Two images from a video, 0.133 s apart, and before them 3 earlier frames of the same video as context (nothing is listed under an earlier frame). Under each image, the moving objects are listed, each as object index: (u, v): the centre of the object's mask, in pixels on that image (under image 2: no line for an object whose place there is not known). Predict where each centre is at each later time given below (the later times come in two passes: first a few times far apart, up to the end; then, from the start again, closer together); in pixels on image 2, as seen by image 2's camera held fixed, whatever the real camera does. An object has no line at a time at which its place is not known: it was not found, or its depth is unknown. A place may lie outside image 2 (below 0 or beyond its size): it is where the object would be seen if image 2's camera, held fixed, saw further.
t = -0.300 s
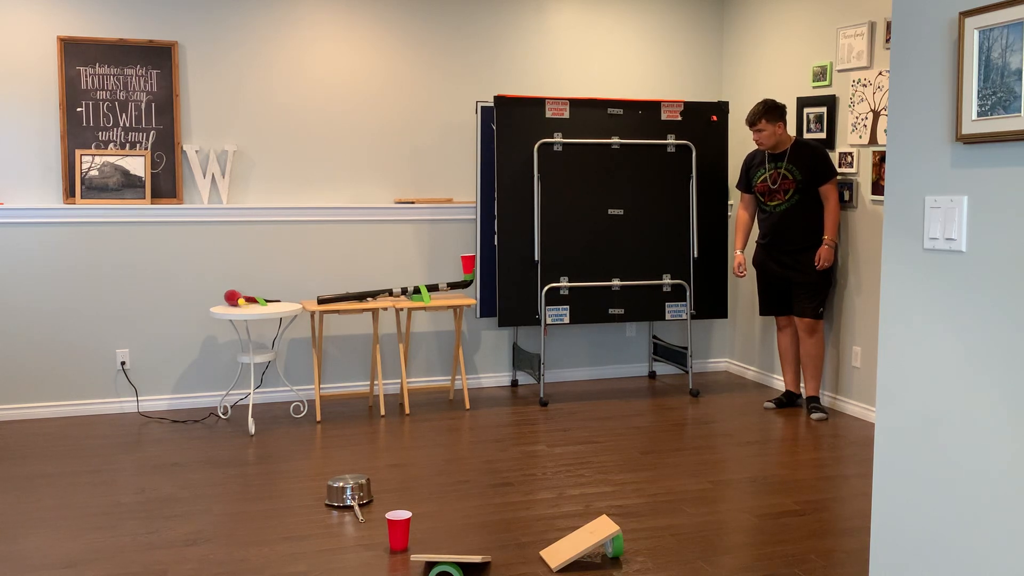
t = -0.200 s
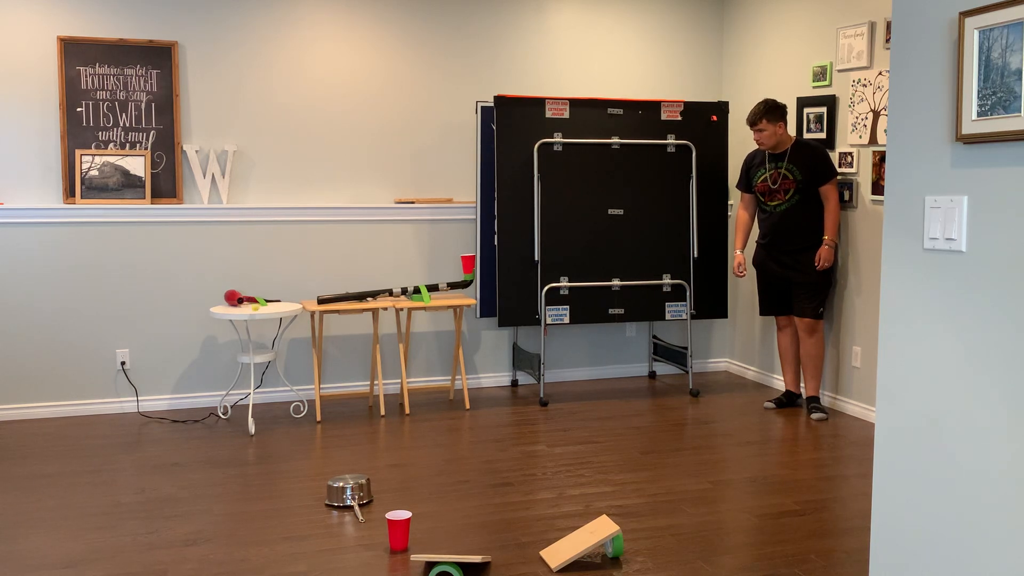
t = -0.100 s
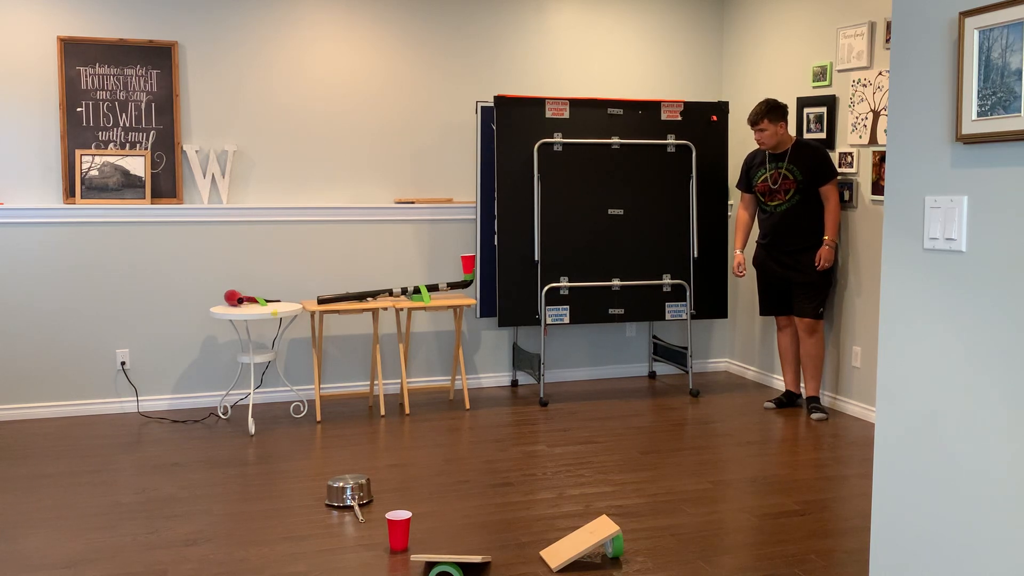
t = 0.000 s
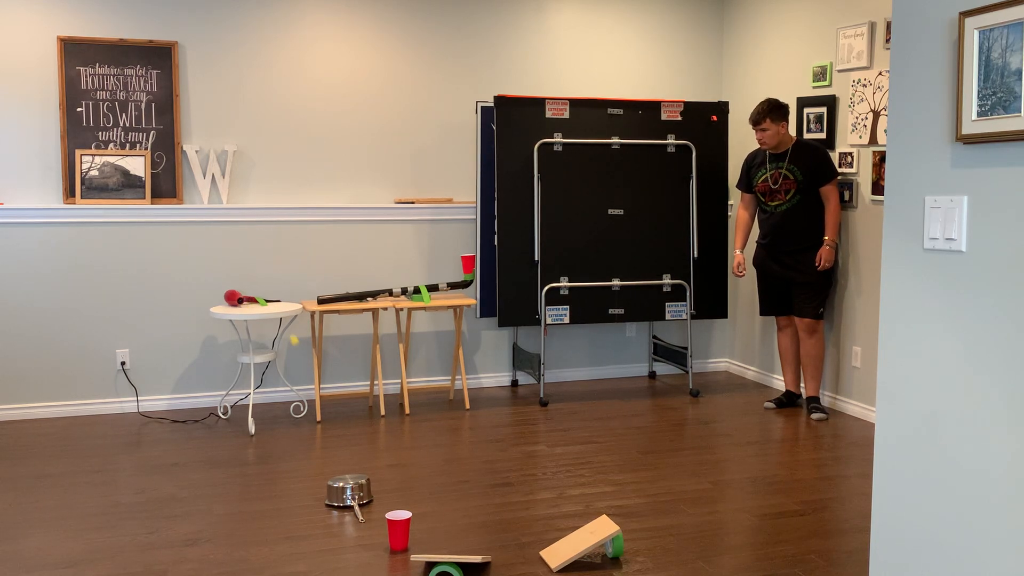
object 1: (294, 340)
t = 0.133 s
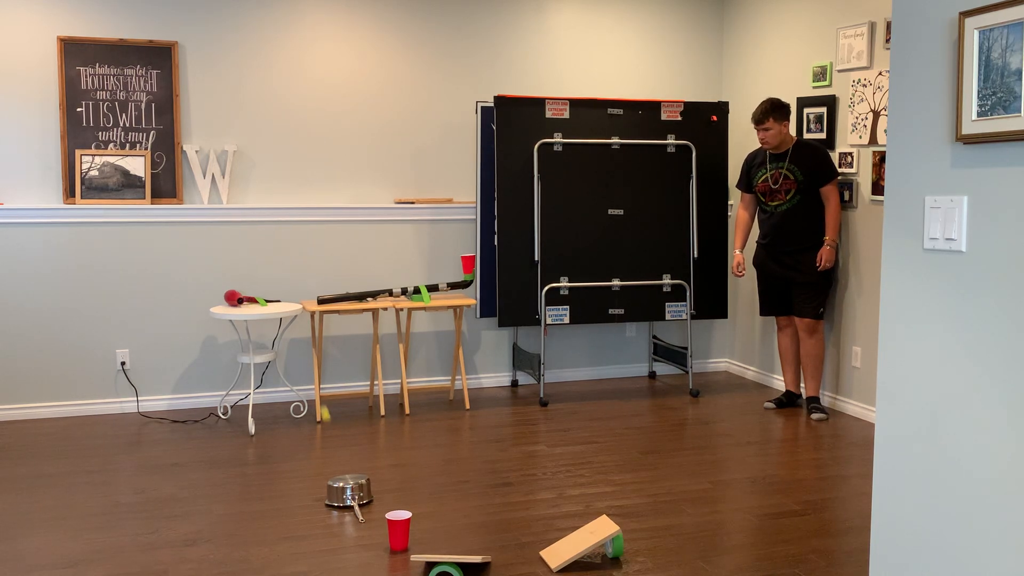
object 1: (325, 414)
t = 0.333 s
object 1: (358, 404)
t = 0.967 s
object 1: (461, 475)
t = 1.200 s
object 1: (518, 420)
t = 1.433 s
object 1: (570, 512)
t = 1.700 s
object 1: (509, 470)
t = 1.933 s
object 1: (452, 534)
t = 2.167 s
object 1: (431, 493)
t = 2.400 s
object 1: (414, 518)
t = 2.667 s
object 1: (393, 515)
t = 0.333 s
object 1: (358, 404)
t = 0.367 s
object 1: (362, 393)
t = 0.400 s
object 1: (366, 382)
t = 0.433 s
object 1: (370, 375)
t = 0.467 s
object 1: (375, 371)
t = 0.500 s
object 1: (380, 369)
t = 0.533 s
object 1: (384, 370)
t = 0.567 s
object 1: (389, 373)
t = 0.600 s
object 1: (394, 380)
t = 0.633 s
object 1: (399, 390)
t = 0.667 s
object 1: (404, 403)
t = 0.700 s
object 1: (409, 418)
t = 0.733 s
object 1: (415, 437)
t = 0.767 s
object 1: (420, 460)
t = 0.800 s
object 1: (425, 486)
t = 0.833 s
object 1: (431, 516)
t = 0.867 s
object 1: (436, 546)
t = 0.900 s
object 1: (445, 521)
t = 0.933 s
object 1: (453, 497)
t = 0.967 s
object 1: (461, 475)
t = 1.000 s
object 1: (469, 457)
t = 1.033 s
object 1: (477, 443)
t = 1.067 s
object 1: (485, 433)
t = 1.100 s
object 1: (493, 425)
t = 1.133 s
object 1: (502, 420)
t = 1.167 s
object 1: (510, 419)
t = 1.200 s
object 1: (518, 420)
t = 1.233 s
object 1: (525, 425)
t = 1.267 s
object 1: (533, 433)
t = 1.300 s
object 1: (541, 443)
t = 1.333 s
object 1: (548, 457)
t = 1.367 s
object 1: (556, 473)
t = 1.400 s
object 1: (563, 491)
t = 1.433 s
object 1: (570, 512)
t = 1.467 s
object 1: (572, 524)
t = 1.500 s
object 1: (563, 507)
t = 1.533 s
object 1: (554, 494)
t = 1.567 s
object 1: (545, 483)
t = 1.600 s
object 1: (536, 475)
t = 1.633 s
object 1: (527, 471)
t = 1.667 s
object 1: (518, 469)
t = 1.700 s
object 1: (509, 470)
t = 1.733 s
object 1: (500, 475)
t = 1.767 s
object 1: (491, 483)
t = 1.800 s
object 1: (482, 493)
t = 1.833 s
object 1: (474, 507)
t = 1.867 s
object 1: (465, 525)
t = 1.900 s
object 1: (456, 546)
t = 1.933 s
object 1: (452, 534)
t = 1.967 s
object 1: (449, 518)
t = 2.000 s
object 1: (445, 506)
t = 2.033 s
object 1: (442, 497)
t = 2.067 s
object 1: (439, 491)
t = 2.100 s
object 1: (436, 489)
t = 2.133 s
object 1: (433, 489)
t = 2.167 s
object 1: (431, 493)
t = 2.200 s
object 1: (429, 500)
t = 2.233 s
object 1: (426, 509)
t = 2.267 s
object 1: (424, 521)
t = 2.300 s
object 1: (421, 537)
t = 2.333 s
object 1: (419, 547)
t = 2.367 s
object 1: (416, 531)
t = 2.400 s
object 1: (414, 518)
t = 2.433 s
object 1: (410, 507)
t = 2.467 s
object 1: (407, 500)
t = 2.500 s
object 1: (404, 495)
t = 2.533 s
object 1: (402, 494)
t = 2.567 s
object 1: (399, 496)
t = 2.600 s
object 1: (396, 500)
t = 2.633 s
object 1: (394, 506)
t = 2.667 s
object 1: (393, 515)
